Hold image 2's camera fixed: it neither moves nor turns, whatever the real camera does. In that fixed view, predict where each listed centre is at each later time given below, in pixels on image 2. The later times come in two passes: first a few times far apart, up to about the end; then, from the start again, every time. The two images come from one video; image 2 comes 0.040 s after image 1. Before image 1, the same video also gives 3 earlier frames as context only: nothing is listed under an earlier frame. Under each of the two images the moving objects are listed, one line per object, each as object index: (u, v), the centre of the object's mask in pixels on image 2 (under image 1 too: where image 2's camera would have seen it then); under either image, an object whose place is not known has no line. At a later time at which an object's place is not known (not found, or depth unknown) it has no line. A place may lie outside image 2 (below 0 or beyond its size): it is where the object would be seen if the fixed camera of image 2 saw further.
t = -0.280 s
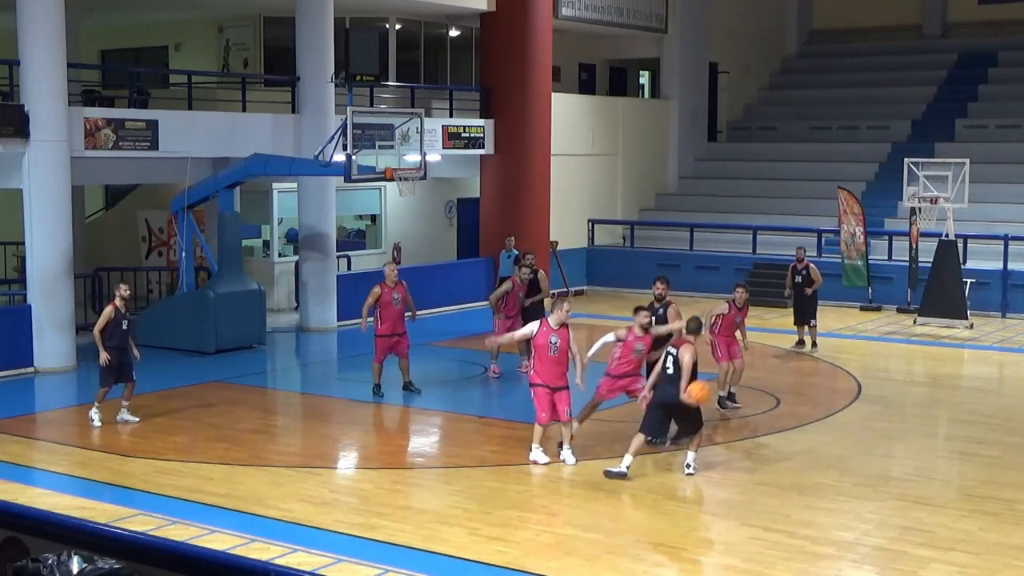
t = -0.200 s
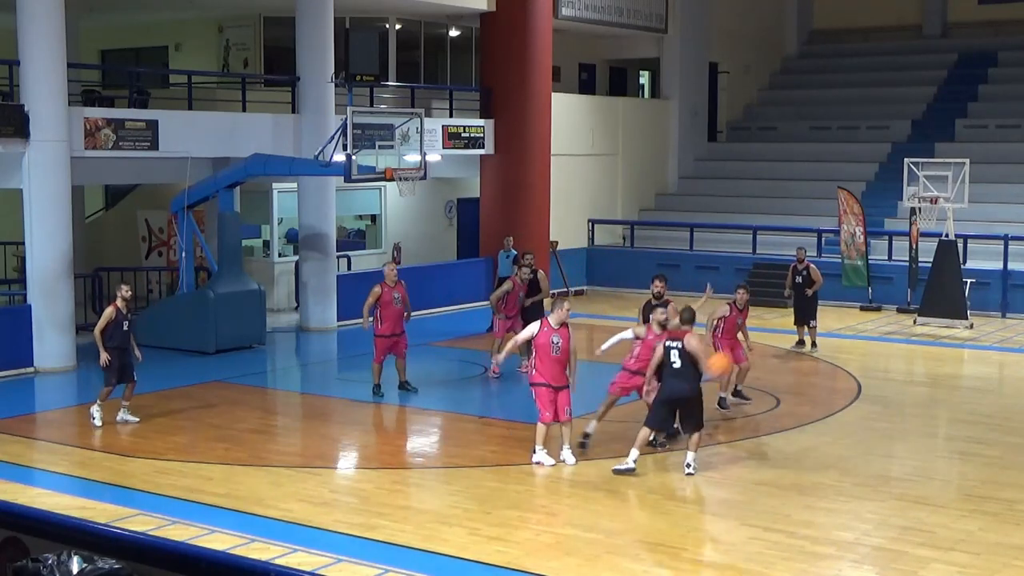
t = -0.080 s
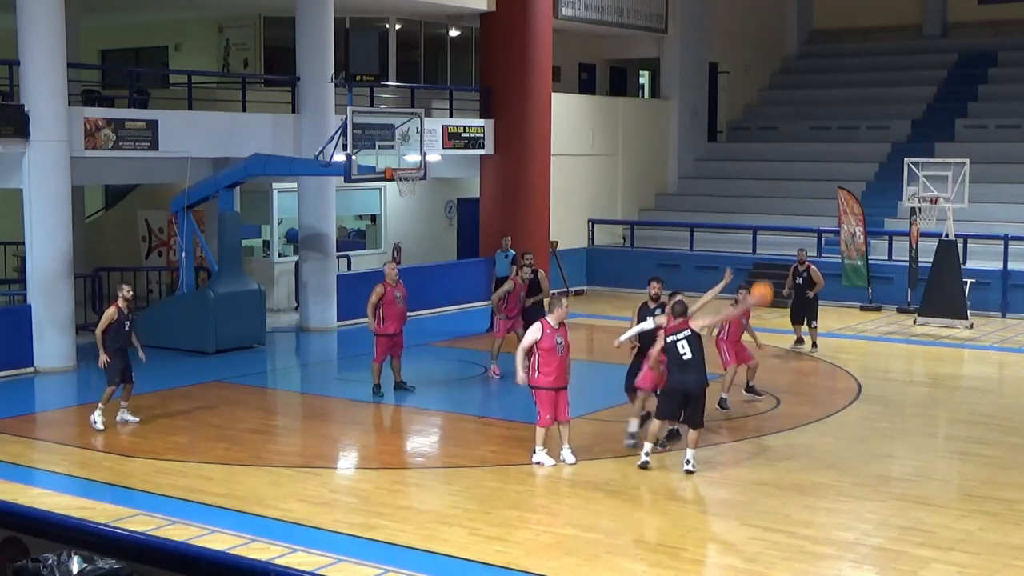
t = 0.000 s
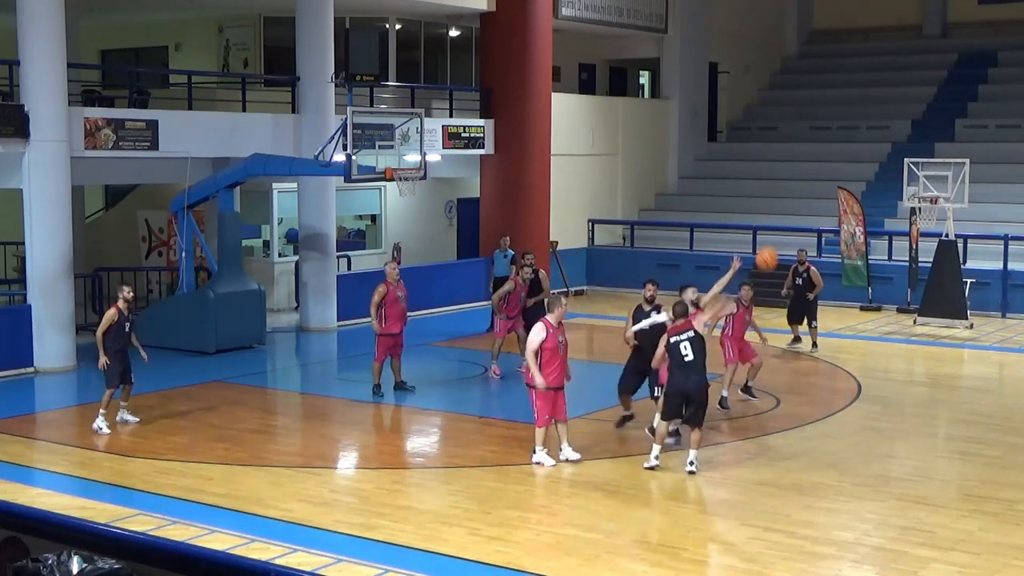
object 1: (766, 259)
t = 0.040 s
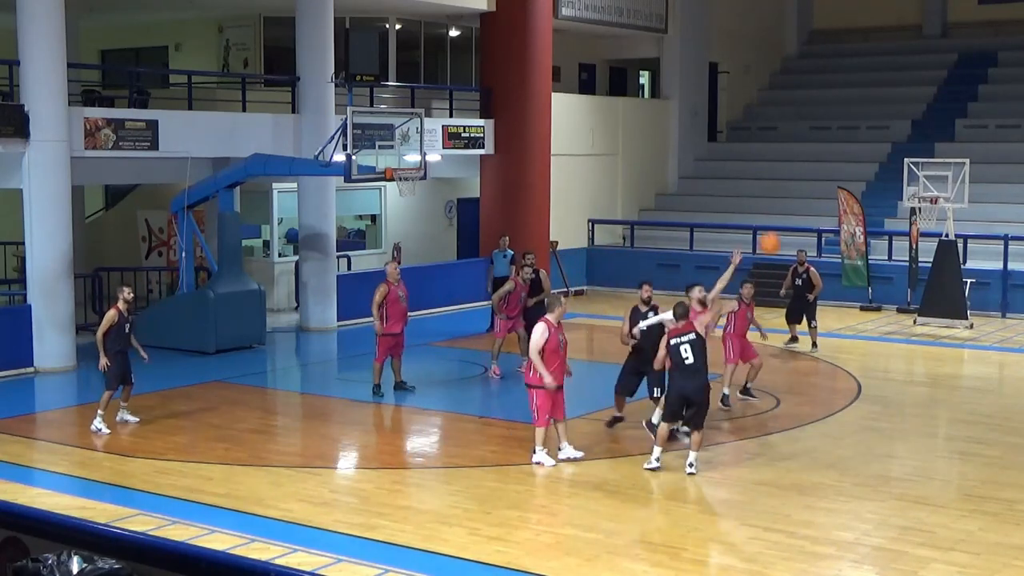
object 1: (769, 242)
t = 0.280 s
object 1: (786, 194)
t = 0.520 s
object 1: (804, 195)
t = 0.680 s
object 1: (814, 214)
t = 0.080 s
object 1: (772, 230)
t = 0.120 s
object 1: (775, 220)
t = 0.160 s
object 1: (777, 211)
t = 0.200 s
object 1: (780, 204)
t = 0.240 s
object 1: (783, 199)
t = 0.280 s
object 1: (786, 194)
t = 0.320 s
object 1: (789, 192)
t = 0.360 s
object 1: (792, 190)
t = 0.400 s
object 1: (795, 190)
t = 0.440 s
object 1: (797, 190)
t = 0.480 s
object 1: (801, 193)
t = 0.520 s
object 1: (804, 195)
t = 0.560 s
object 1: (807, 199)
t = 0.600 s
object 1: (810, 203)
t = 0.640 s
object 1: (812, 208)
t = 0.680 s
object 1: (814, 214)
